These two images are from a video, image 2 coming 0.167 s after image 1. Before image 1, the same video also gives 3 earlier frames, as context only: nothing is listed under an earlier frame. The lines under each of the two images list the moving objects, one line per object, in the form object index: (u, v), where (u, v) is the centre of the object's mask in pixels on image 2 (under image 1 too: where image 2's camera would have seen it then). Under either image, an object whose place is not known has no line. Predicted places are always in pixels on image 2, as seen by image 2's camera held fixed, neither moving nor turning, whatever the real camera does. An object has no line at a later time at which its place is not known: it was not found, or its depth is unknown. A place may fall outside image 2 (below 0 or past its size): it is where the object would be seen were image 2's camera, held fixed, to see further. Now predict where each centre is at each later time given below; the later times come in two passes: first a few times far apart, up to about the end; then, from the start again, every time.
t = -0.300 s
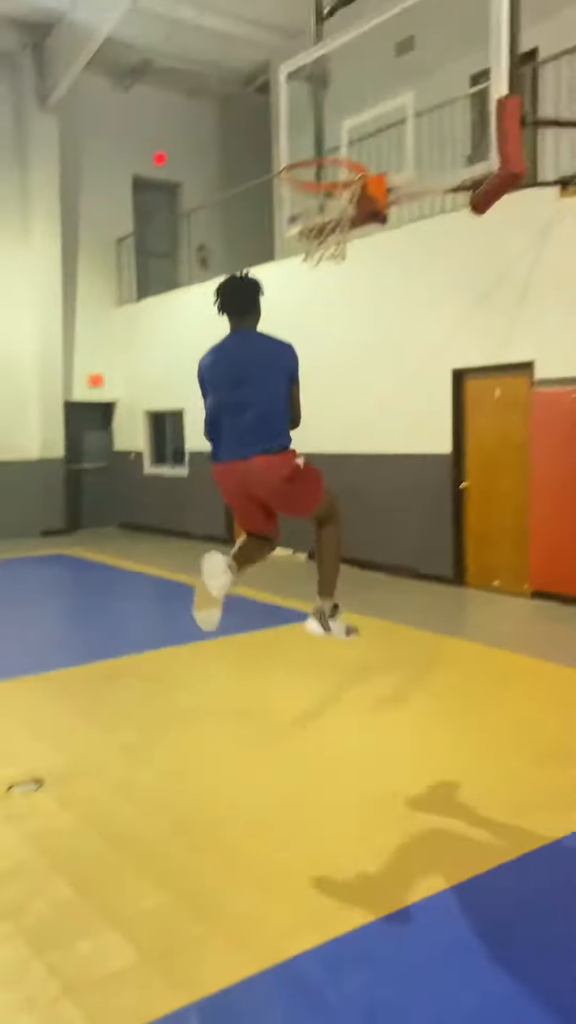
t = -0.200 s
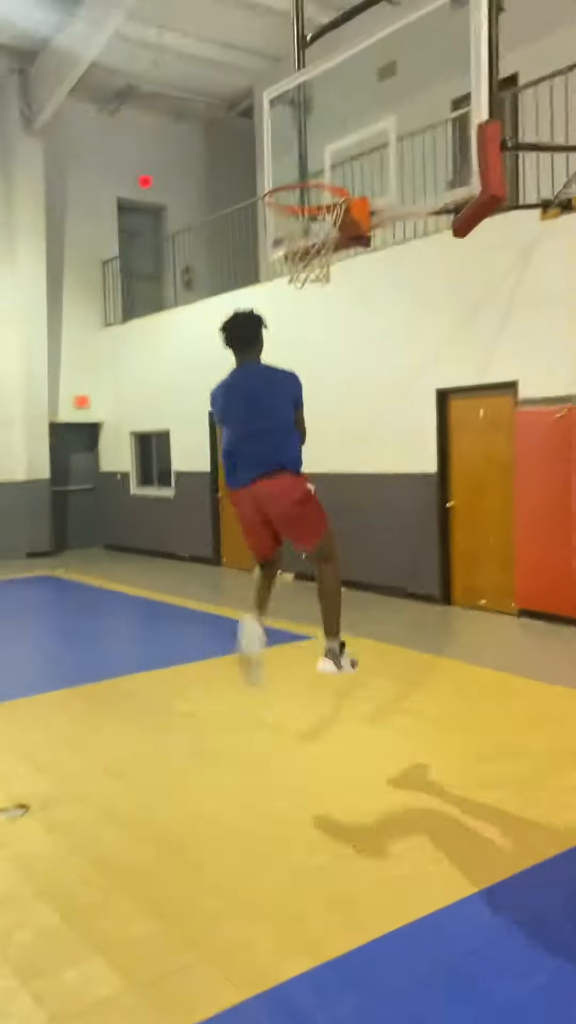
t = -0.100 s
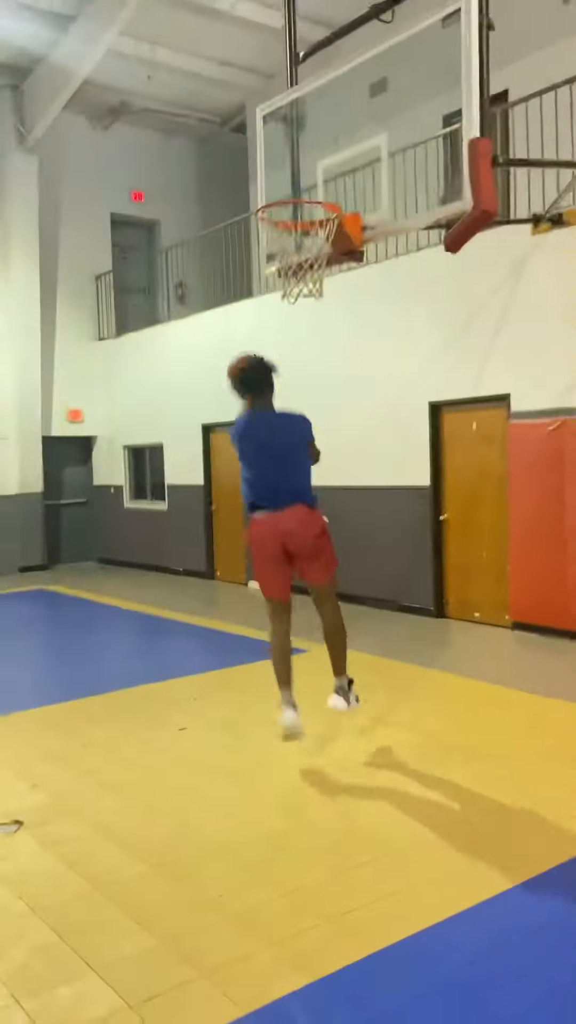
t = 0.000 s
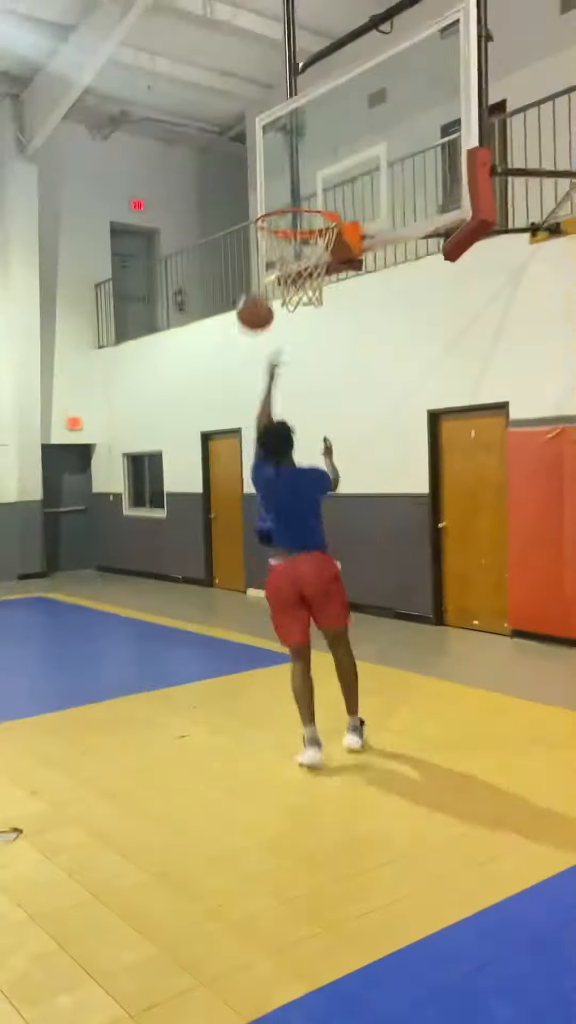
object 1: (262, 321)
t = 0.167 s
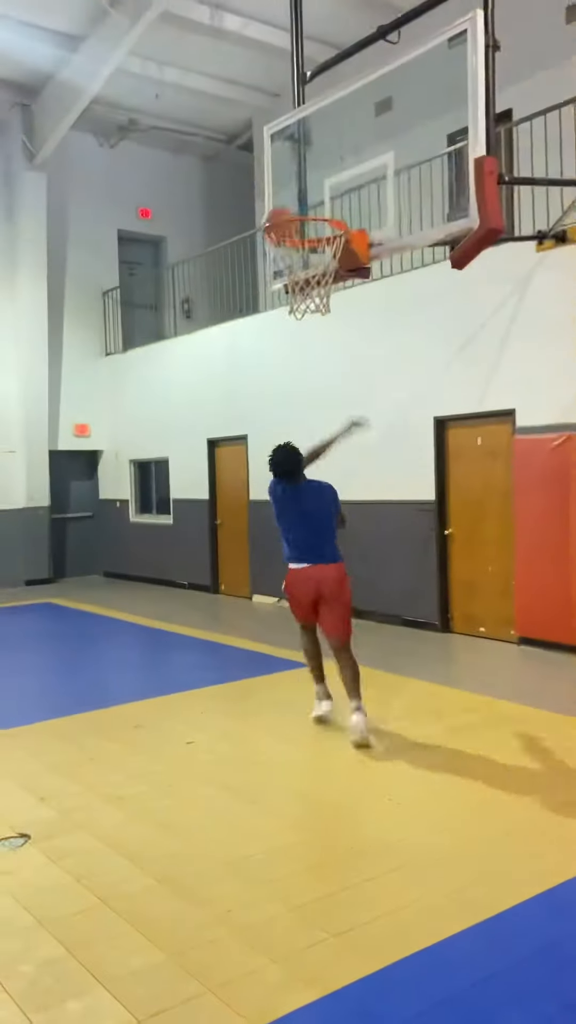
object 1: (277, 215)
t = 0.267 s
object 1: (292, 193)
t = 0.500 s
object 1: (280, 181)
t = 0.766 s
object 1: (266, 277)
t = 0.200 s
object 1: (286, 213)
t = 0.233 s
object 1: (288, 202)
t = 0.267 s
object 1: (292, 193)
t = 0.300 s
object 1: (291, 187)
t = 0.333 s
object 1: (289, 181)
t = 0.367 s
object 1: (288, 179)
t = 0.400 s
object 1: (286, 176)
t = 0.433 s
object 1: (284, 176)
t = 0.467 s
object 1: (282, 177)
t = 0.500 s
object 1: (280, 181)
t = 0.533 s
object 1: (278, 186)
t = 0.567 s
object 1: (275, 194)
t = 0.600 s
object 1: (274, 203)
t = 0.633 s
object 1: (272, 211)
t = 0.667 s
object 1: (269, 225)
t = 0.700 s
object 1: (261, 246)
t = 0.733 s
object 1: (266, 260)
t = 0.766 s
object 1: (266, 277)
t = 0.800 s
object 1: (265, 296)
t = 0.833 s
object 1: (263, 319)
